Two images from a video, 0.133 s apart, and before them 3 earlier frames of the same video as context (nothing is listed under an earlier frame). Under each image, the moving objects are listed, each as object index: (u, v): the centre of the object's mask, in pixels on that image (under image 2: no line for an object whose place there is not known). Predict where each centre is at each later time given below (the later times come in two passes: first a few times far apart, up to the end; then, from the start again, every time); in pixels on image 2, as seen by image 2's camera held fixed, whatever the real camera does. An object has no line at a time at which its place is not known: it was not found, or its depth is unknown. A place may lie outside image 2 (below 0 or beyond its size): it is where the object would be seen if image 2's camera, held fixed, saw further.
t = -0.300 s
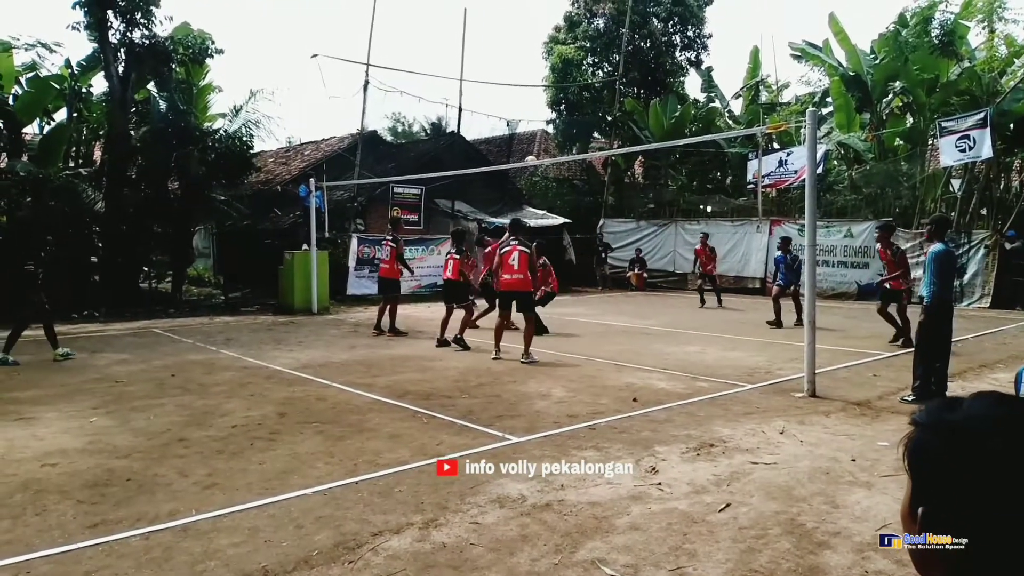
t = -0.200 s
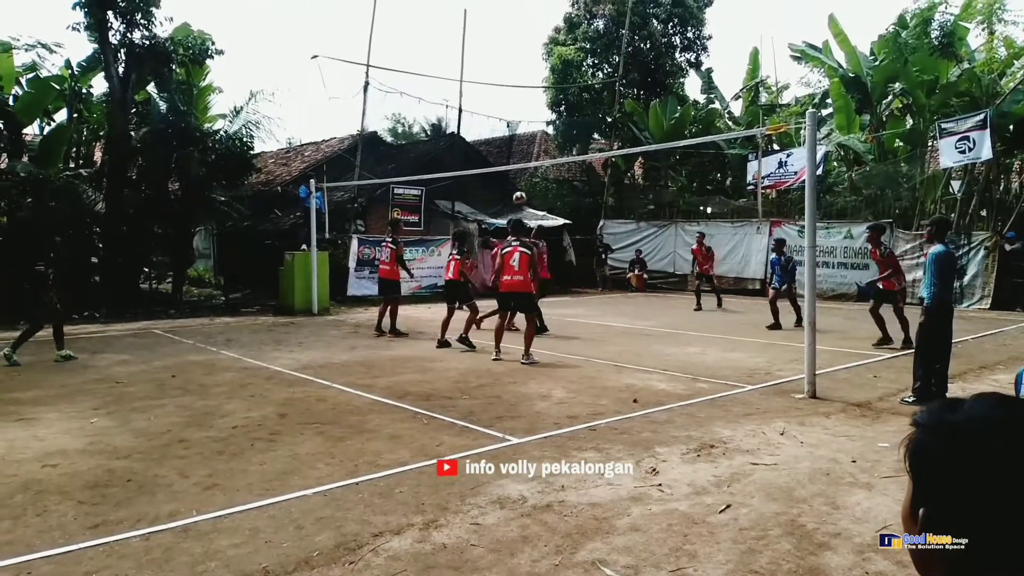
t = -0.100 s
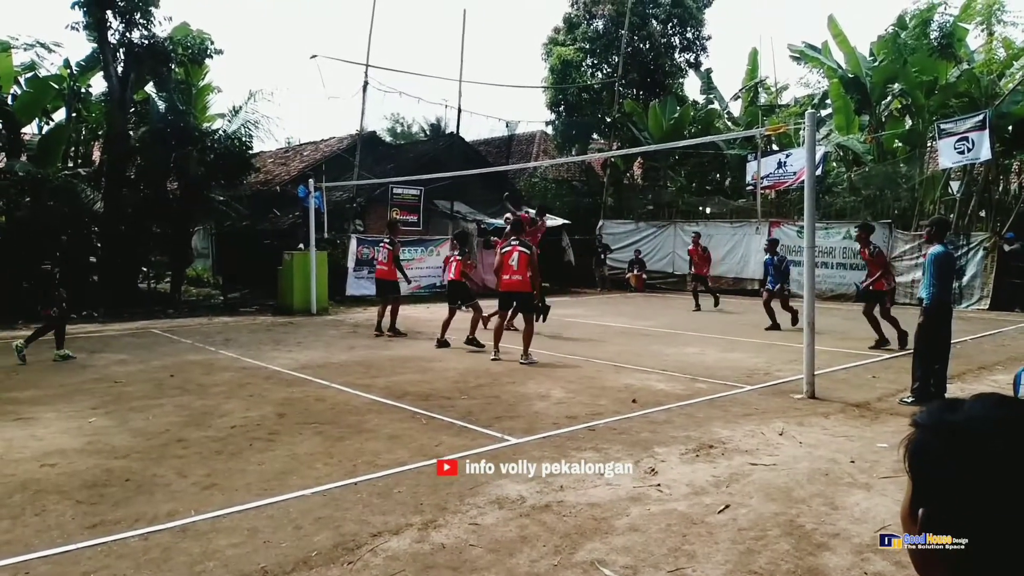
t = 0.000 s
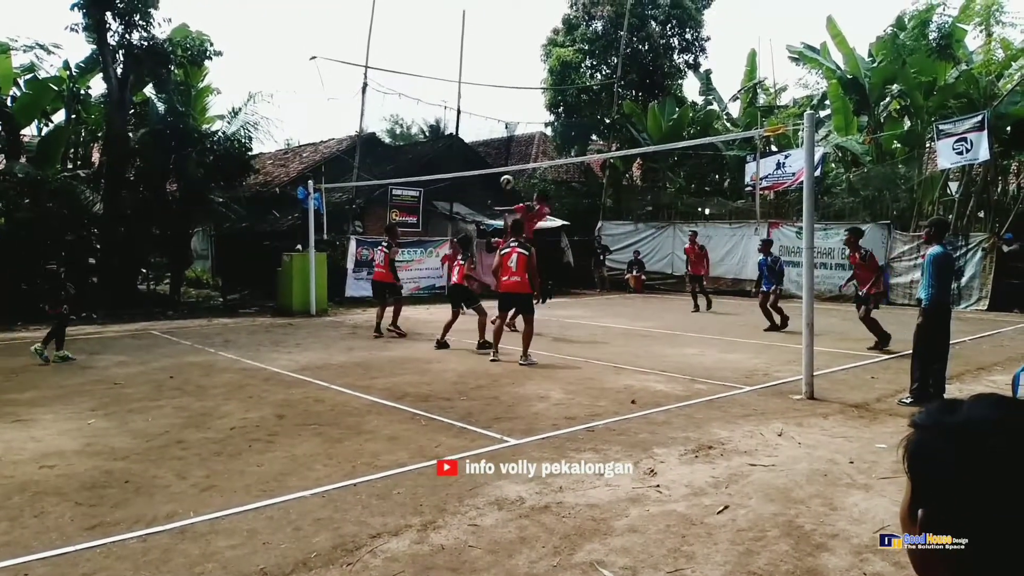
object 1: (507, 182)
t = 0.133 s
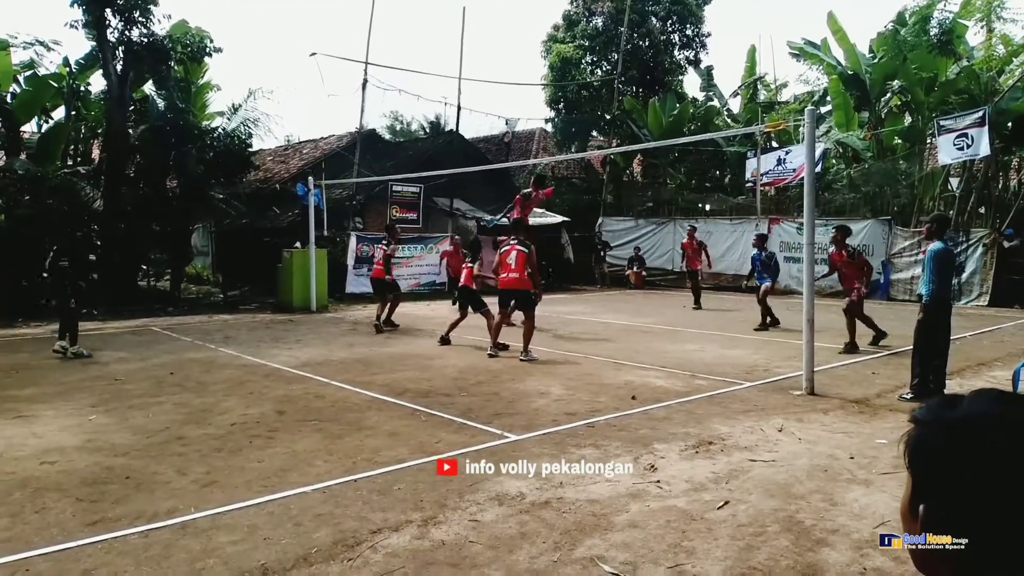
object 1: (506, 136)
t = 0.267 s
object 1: (502, 104)
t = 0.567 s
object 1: (497, 74)
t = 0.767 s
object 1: (494, 85)
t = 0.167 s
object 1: (504, 126)
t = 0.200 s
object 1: (504, 118)
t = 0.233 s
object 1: (503, 111)
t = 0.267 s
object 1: (502, 104)
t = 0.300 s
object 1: (502, 98)
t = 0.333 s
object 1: (501, 92)
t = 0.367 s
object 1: (500, 87)
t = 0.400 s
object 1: (500, 84)
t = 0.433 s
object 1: (500, 80)
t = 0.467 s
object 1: (499, 78)
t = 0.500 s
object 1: (498, 76)
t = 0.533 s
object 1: (498, 75)
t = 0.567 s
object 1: (497, 74)
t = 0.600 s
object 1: (497, 74)
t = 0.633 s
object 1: (496, 75)
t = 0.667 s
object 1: (496, 76)
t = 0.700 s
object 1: (495, 79)
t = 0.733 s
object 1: (495, 81)
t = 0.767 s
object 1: (494, 85)
